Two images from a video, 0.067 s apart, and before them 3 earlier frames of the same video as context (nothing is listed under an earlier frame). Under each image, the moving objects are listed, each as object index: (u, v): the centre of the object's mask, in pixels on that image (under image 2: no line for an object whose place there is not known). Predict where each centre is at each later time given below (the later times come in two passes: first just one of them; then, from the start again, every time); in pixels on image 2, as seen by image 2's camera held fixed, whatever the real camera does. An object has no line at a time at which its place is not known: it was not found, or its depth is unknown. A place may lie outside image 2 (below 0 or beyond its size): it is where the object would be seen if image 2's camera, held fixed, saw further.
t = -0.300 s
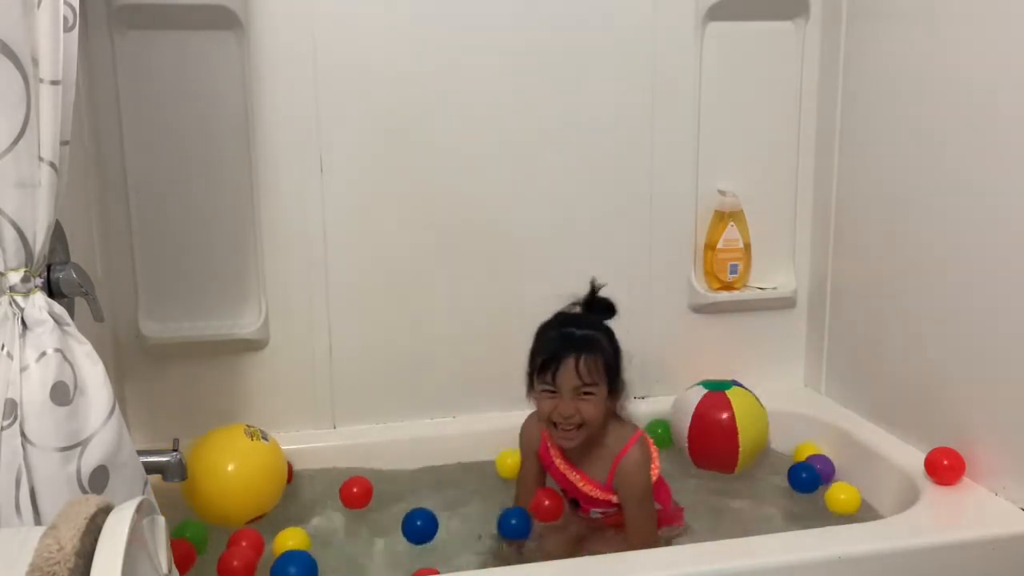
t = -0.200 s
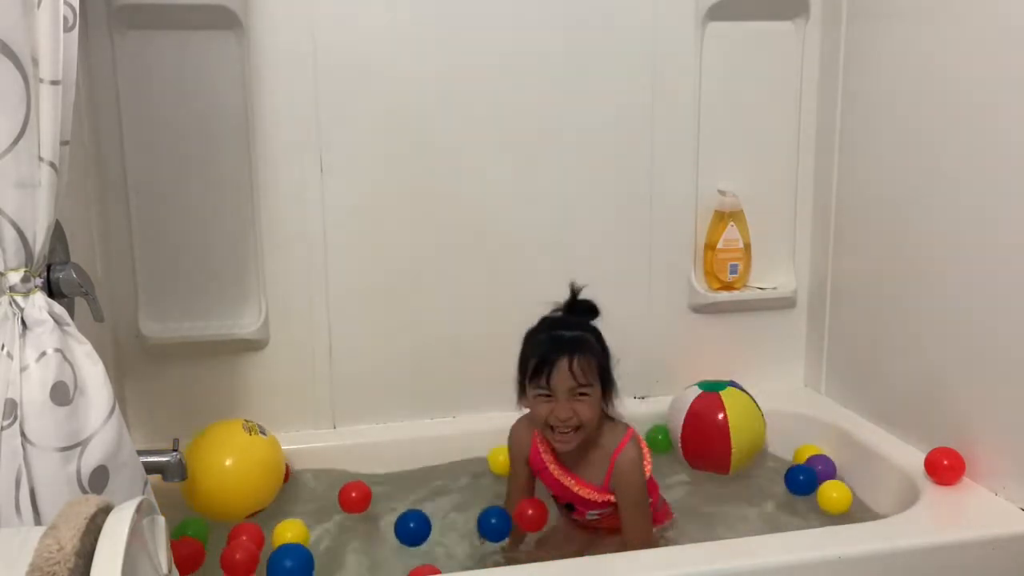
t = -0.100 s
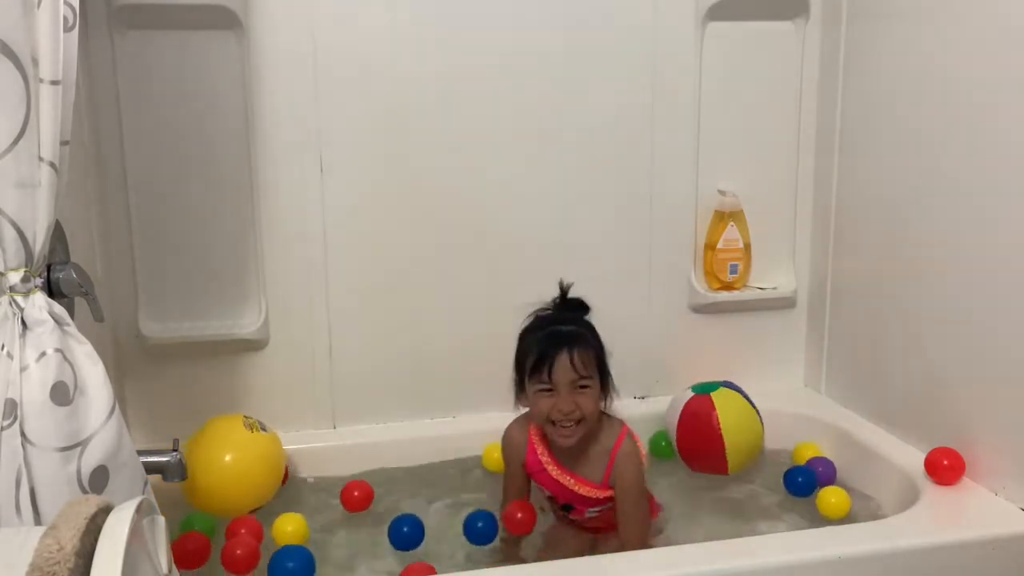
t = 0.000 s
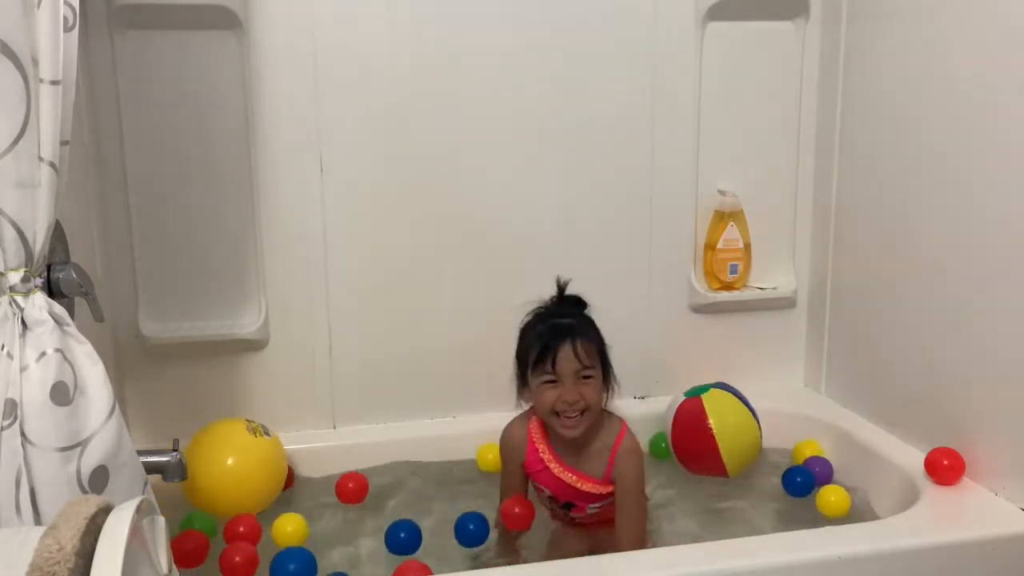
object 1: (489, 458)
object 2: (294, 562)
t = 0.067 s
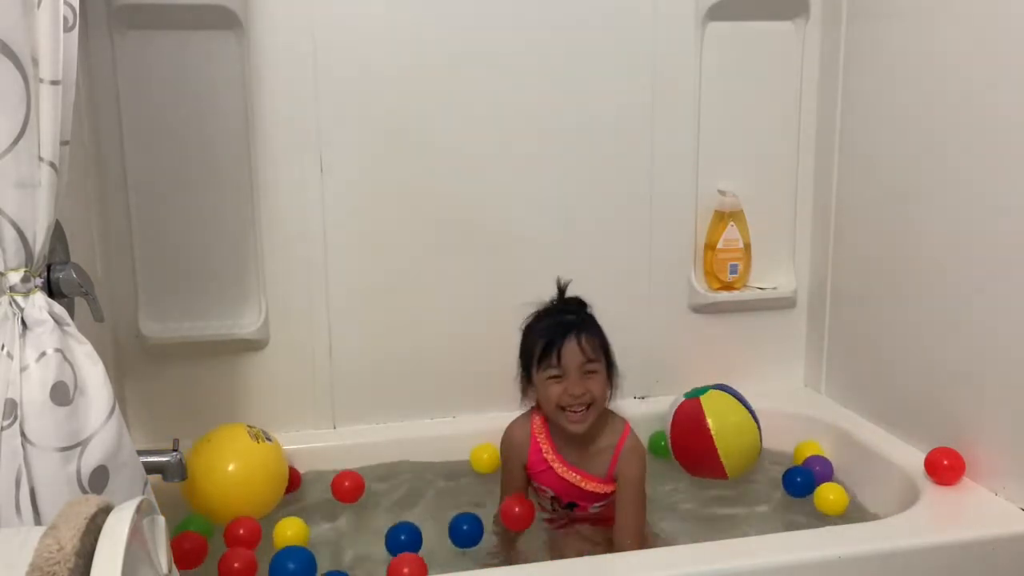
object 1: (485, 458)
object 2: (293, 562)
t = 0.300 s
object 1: (472, 467)
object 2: (283, 561)
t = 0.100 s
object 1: (482, 458)
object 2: (292, 562)
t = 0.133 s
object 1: (479, 459)
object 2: (290, 561)
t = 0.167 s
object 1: (476, 460)
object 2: (288, 561)
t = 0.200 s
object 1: (474, 462)
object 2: (286, 561)
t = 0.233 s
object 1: (472, 463)
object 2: (284, 561)
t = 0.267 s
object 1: (472, 466)
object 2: (283, 561)
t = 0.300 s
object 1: (472, 467)
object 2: (283, 561)
